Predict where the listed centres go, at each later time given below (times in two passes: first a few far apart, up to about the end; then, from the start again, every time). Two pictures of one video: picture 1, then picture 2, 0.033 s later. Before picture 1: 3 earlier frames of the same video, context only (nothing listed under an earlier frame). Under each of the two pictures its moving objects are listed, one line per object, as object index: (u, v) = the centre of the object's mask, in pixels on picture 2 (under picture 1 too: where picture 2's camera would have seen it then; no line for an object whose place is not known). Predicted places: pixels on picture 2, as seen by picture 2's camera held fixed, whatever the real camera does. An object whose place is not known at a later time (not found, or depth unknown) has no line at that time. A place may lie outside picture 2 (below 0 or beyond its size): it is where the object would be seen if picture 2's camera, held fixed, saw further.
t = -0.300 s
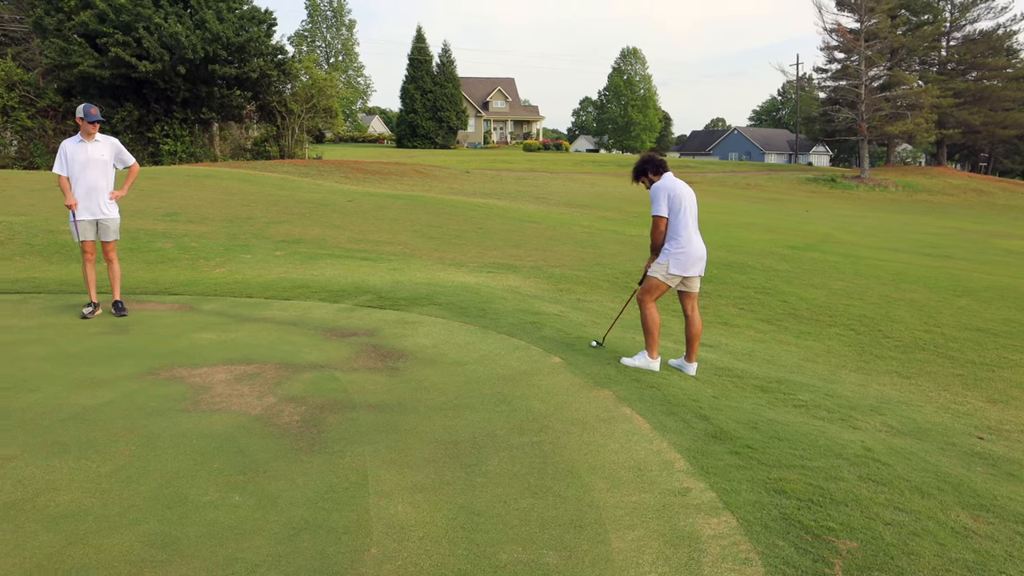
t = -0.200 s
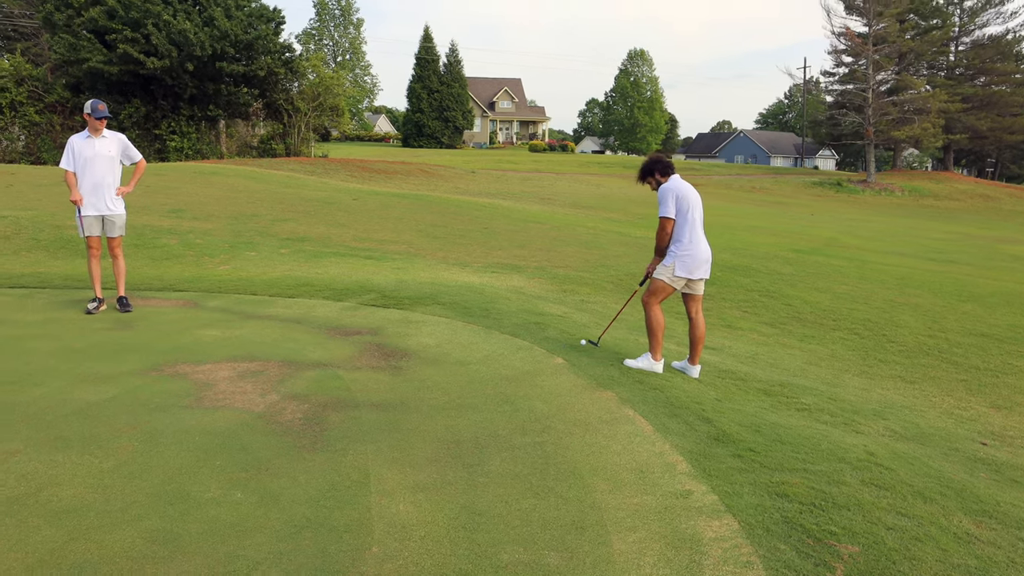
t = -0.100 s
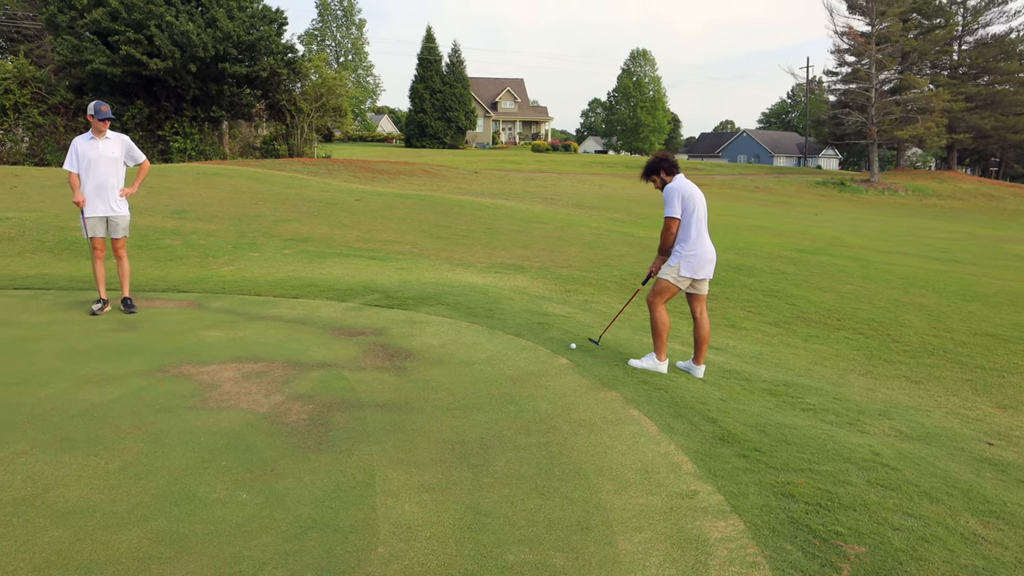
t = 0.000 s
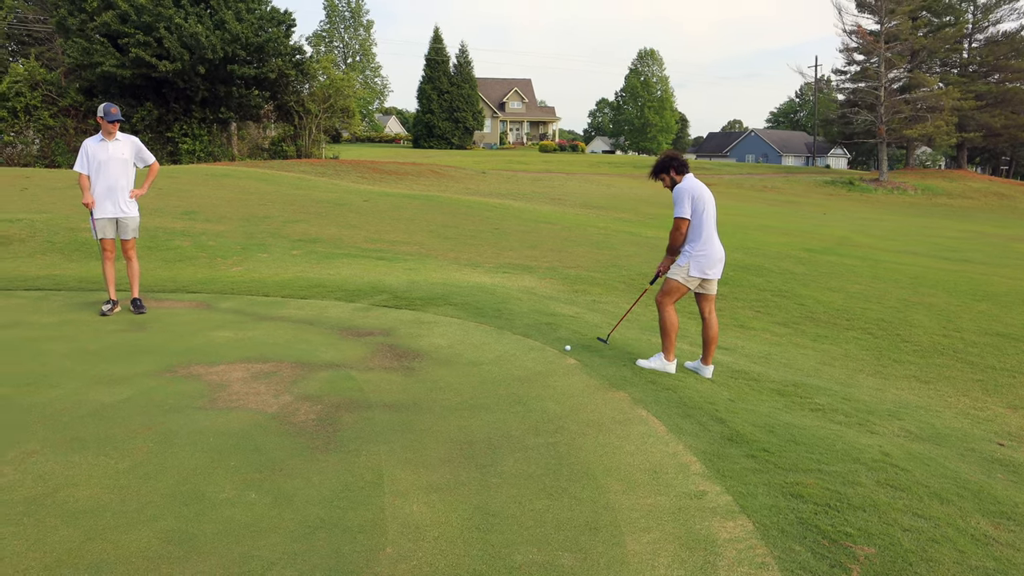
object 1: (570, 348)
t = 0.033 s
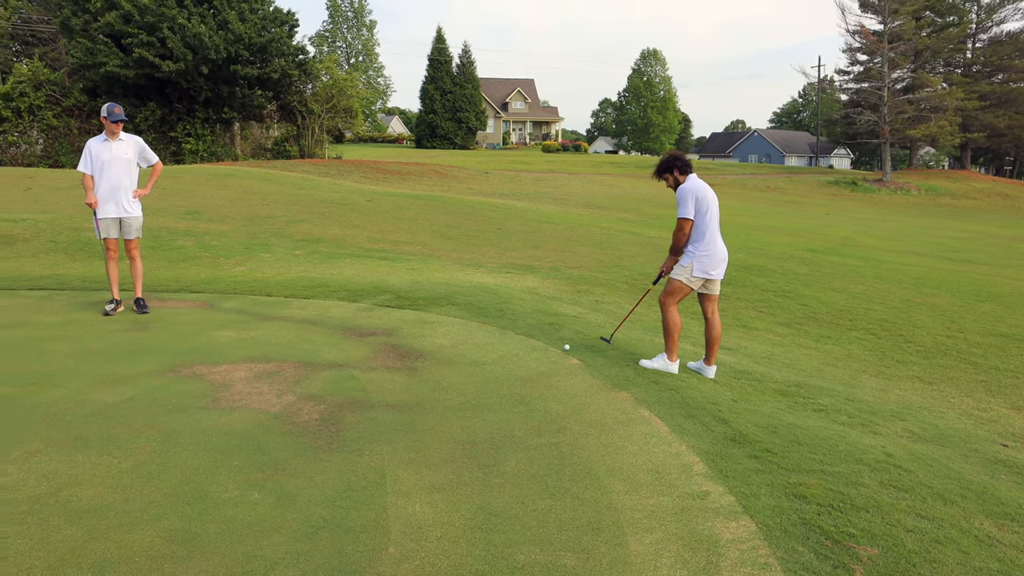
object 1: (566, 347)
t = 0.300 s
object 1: (538, 352)
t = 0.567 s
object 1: (515, 356)
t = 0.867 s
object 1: (494, 359)
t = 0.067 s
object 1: (562, 347)
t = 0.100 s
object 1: (559, 347)
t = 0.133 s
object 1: (555, 349)
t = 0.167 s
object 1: (552, 349)
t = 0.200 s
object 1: (549, 350)
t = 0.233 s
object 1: (545, 351)
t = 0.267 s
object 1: (542, 351)
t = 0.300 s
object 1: (538, 352)
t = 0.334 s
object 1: (535, 352)
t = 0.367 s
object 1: (532, 353)
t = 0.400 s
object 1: (529, 353)
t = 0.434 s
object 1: (526, 354)
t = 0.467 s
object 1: (523, 354)
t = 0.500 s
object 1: (520, 355)
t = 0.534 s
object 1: (517, 355)
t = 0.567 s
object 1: (515, 356)
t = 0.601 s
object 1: (512, 356)
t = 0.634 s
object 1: (510, 356)
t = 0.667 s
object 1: (507, 357)
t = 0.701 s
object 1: (505, 357)
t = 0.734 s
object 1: (502, 358)
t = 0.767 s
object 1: (500, 358)
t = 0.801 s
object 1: (498, 358)
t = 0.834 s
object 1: (496, 358)
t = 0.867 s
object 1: (494, 359)
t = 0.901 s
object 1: (492, 359)
